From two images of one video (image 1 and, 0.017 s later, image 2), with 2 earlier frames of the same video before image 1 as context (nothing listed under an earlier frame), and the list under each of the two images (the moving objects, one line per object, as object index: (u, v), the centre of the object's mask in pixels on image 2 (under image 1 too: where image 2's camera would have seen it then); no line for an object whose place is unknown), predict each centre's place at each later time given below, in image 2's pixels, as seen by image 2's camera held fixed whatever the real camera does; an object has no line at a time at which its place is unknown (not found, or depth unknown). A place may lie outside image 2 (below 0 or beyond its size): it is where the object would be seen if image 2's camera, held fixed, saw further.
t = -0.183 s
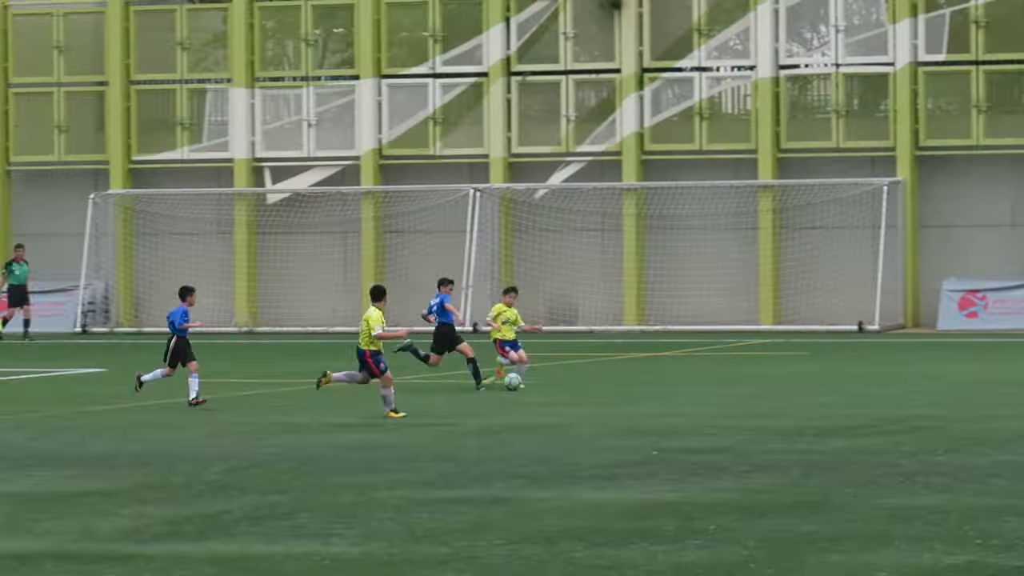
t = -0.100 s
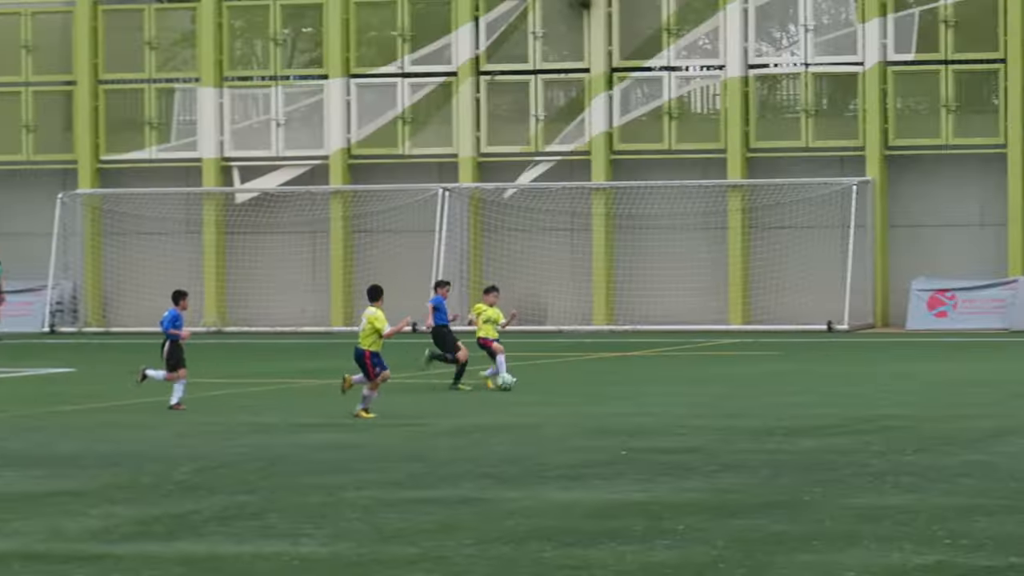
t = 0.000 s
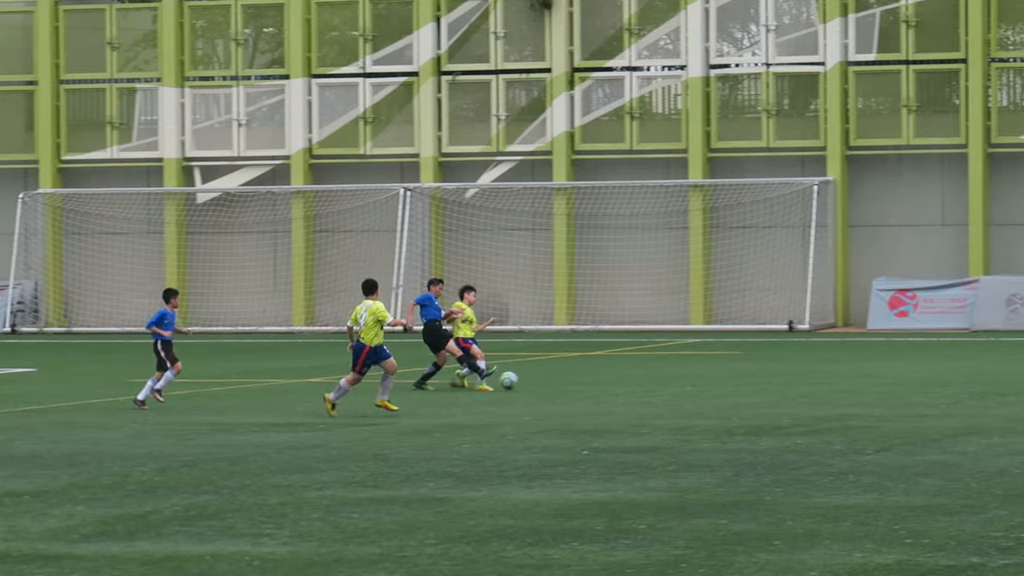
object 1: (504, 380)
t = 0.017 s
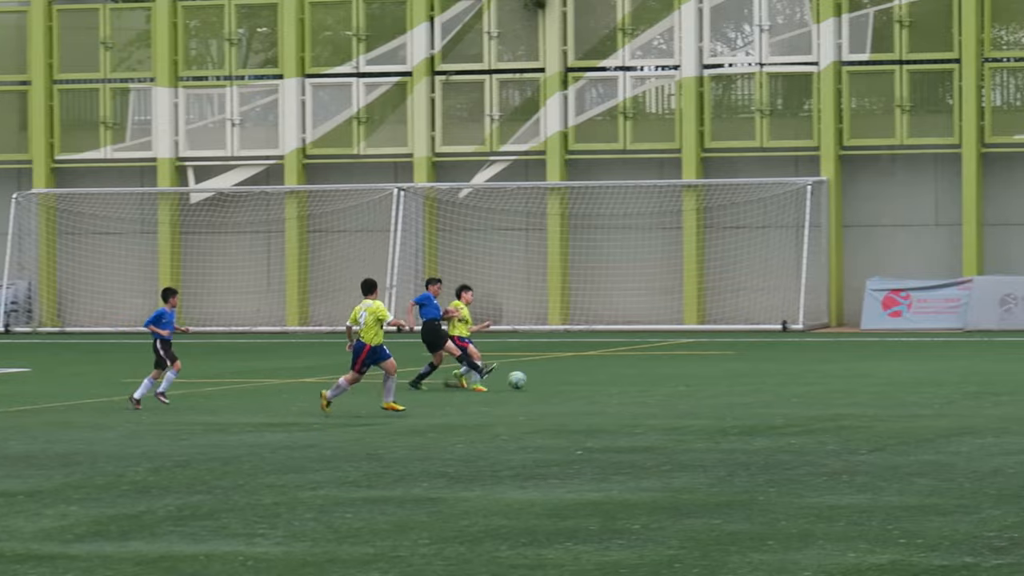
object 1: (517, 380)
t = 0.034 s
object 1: (529, 380)
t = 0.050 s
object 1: (541, 379)
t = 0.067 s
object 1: (554, 380)
